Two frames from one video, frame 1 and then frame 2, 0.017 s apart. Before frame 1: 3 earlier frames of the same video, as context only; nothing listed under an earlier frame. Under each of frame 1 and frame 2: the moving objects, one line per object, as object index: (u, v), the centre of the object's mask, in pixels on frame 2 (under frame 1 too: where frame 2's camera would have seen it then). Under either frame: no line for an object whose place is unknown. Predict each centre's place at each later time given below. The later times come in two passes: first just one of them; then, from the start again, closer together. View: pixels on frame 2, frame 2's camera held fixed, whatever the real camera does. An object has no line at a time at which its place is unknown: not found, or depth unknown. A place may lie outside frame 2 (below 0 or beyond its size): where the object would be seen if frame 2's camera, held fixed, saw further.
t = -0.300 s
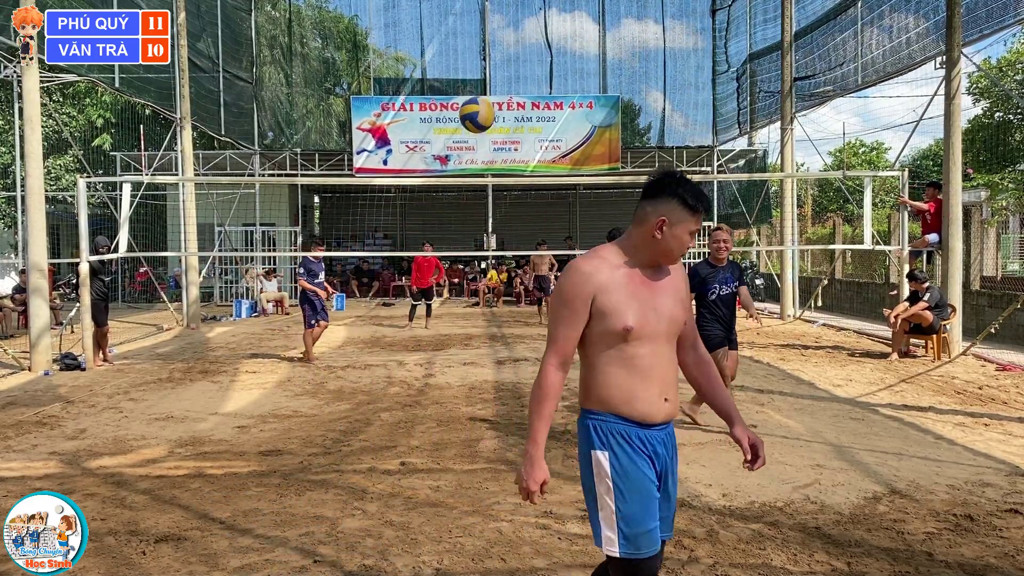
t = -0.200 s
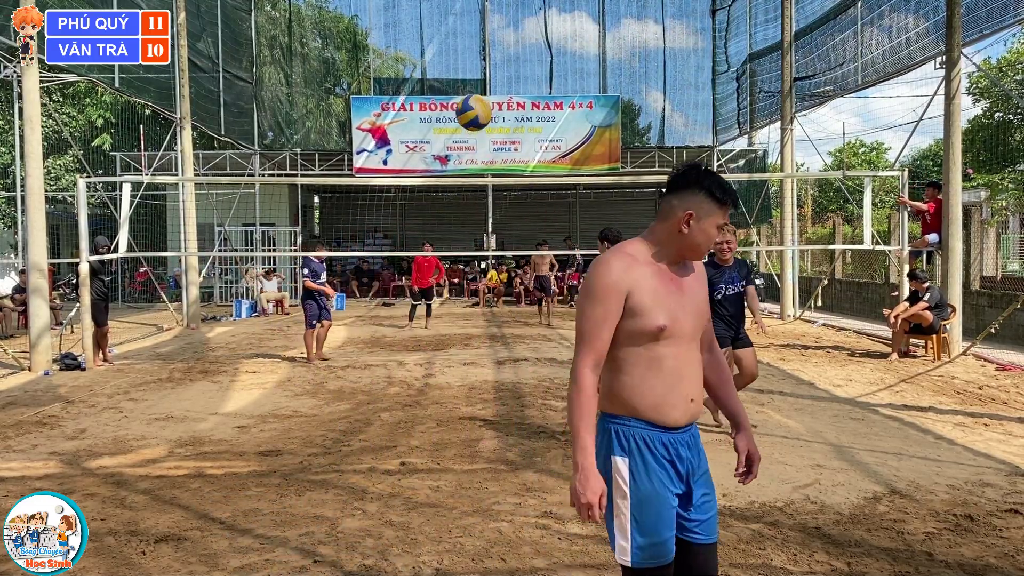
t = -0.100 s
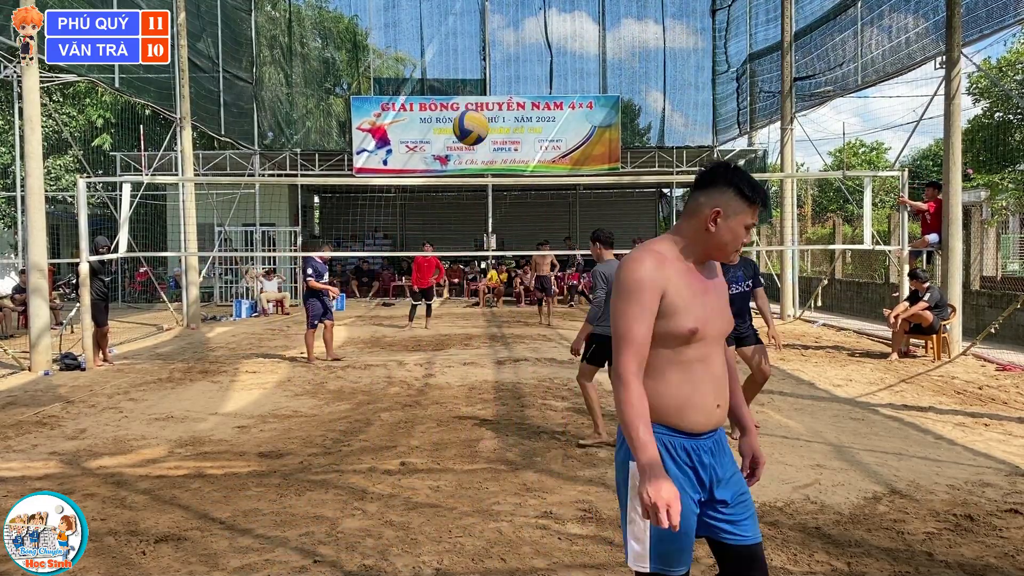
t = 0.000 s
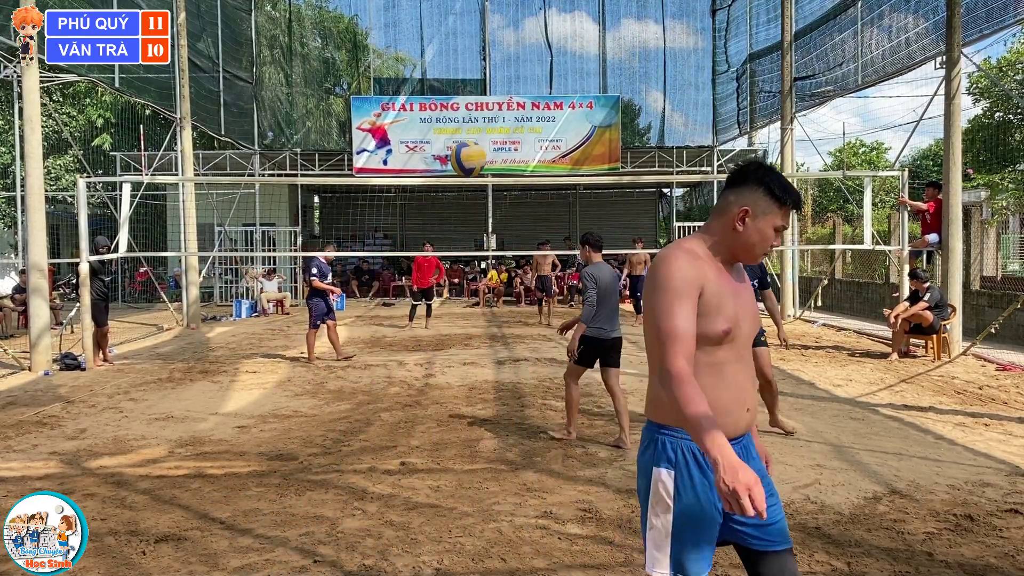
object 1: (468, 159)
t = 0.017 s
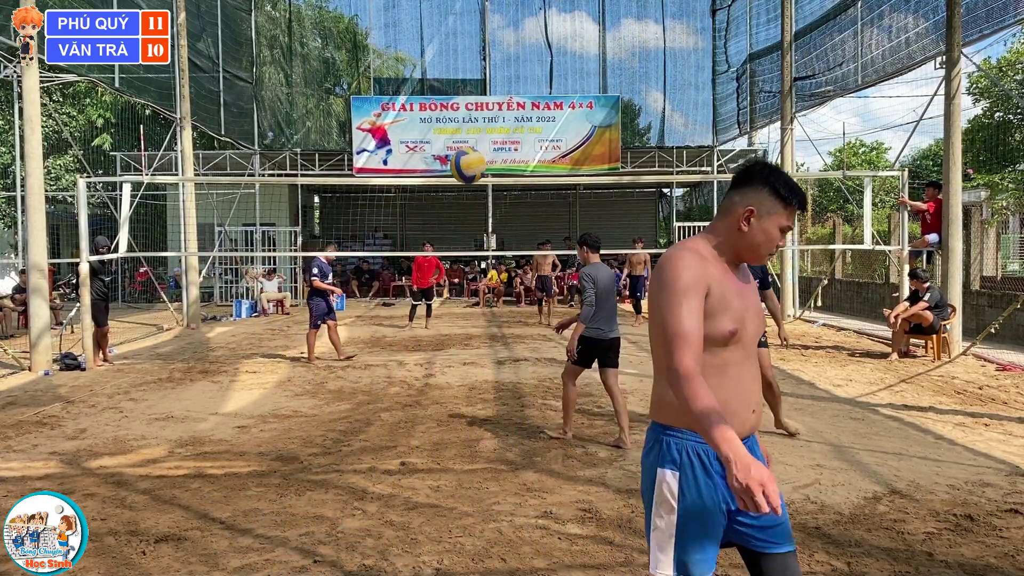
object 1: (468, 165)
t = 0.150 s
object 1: (465, 236)
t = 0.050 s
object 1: (467, 181)
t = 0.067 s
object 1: (467, 189)
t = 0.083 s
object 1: (466, 197)
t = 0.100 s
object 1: (466, 206)
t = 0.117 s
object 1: (465, 216)
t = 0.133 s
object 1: (465, 226)
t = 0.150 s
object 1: (465, 236)
